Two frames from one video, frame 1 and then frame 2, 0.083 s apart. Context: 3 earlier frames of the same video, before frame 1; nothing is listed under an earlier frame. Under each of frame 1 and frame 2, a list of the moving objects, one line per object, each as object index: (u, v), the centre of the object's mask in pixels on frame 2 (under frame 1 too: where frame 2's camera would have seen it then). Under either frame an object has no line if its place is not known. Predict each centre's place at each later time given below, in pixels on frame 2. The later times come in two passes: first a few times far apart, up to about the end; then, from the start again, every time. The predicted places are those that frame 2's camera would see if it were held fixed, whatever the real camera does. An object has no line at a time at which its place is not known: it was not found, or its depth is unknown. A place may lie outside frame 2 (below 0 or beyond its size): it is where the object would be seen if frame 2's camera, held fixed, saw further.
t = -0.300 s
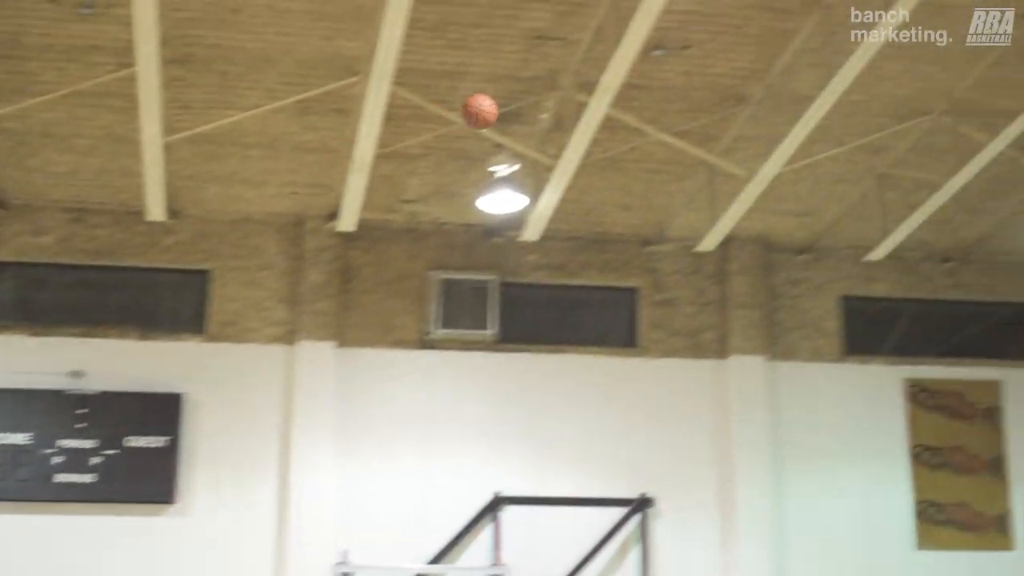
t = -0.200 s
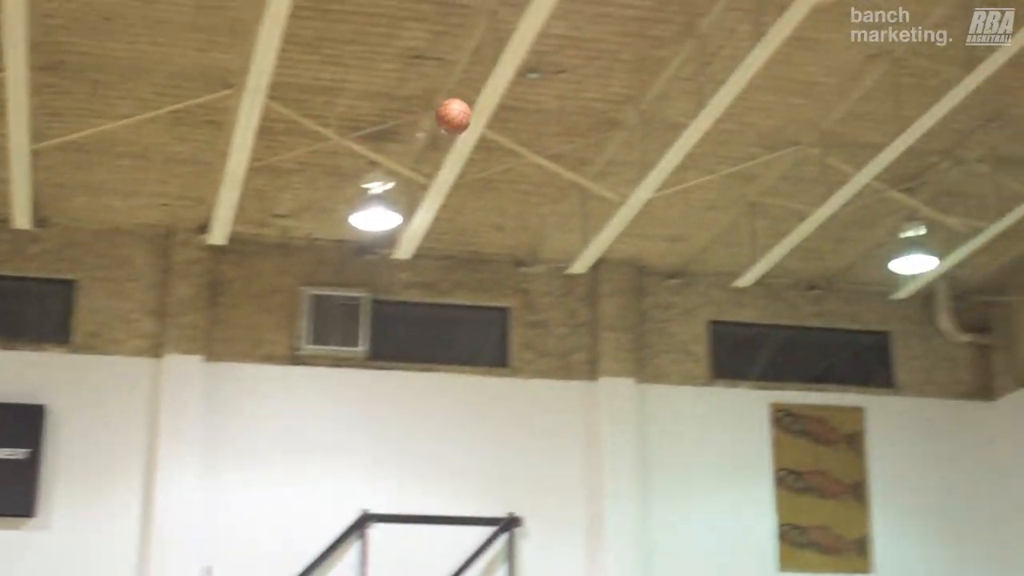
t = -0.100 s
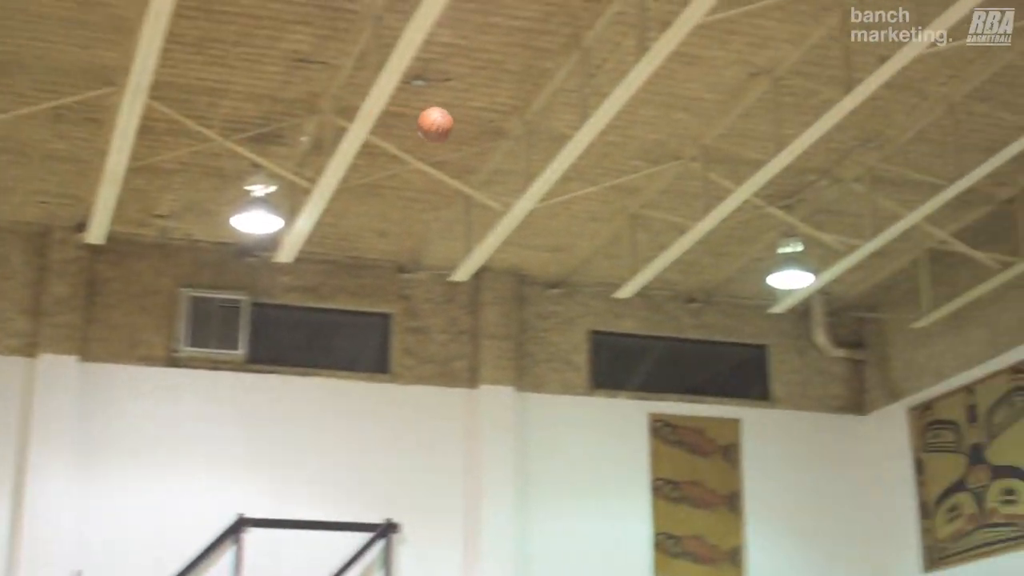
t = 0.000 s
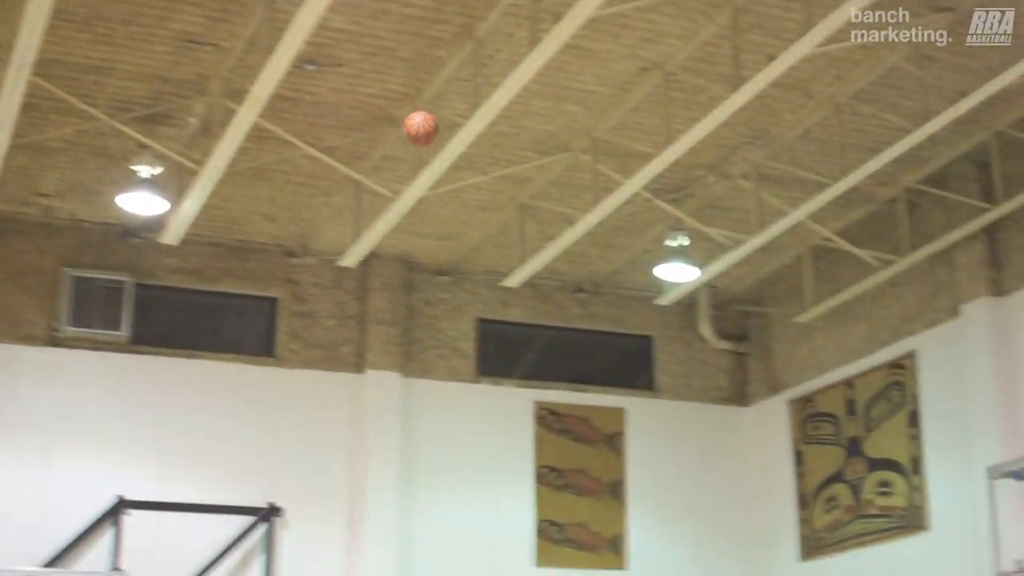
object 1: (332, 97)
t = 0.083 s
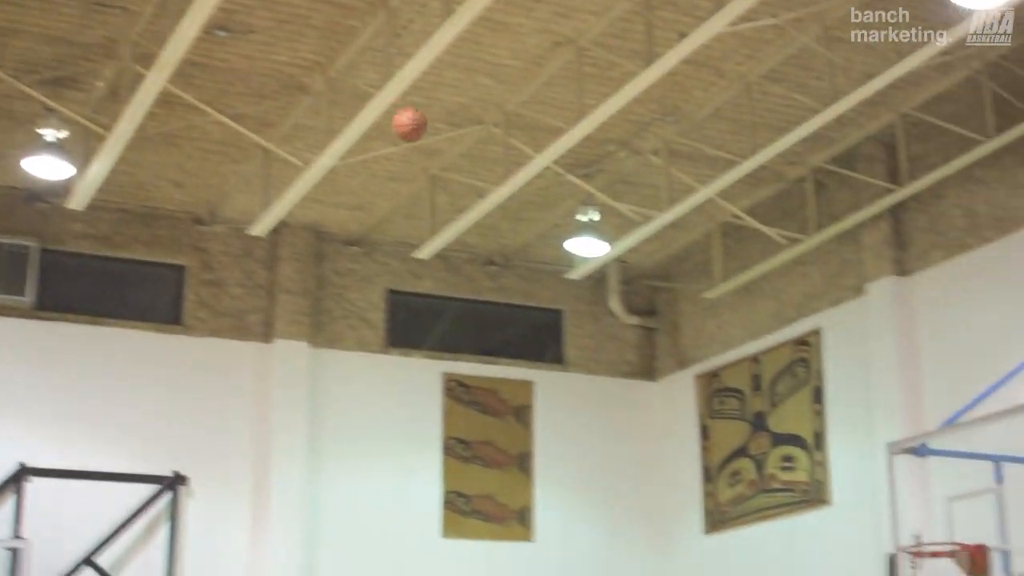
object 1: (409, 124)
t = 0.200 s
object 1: (515, 175)
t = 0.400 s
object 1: (692, 301)
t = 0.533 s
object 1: (809, 415)
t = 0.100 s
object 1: (424, 131)
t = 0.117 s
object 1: (440, 137)
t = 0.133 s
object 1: (455, 144)
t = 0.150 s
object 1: (470, 151)
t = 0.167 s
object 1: (485, 159)
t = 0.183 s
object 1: (500, 166)
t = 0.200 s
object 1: (515, 175)
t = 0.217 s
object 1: (529, 184)
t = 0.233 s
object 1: (544, 192)
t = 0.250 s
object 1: (560, 202)
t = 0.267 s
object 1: (575, 211)
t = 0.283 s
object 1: (589, 219)
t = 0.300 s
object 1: (605, 231)
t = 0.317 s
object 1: (620, 243)
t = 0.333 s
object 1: (635, 254)
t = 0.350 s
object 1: (650, 266)
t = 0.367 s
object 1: (664, 277)
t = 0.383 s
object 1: (678, 289)
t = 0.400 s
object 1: (692, 301)
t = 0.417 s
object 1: (706, 314)
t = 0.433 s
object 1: (720, 327)
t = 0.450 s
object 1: (735, 340)
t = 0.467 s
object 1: (749, 354)
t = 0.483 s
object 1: (764, 370)
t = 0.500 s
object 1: (779, 385)
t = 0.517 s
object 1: (792, 399)
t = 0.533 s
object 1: (809, 415)
